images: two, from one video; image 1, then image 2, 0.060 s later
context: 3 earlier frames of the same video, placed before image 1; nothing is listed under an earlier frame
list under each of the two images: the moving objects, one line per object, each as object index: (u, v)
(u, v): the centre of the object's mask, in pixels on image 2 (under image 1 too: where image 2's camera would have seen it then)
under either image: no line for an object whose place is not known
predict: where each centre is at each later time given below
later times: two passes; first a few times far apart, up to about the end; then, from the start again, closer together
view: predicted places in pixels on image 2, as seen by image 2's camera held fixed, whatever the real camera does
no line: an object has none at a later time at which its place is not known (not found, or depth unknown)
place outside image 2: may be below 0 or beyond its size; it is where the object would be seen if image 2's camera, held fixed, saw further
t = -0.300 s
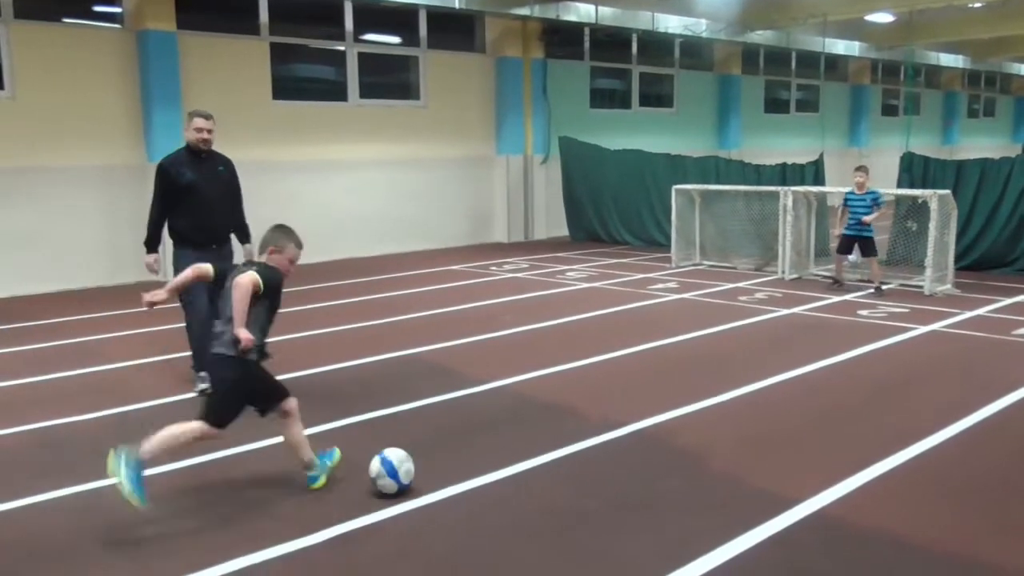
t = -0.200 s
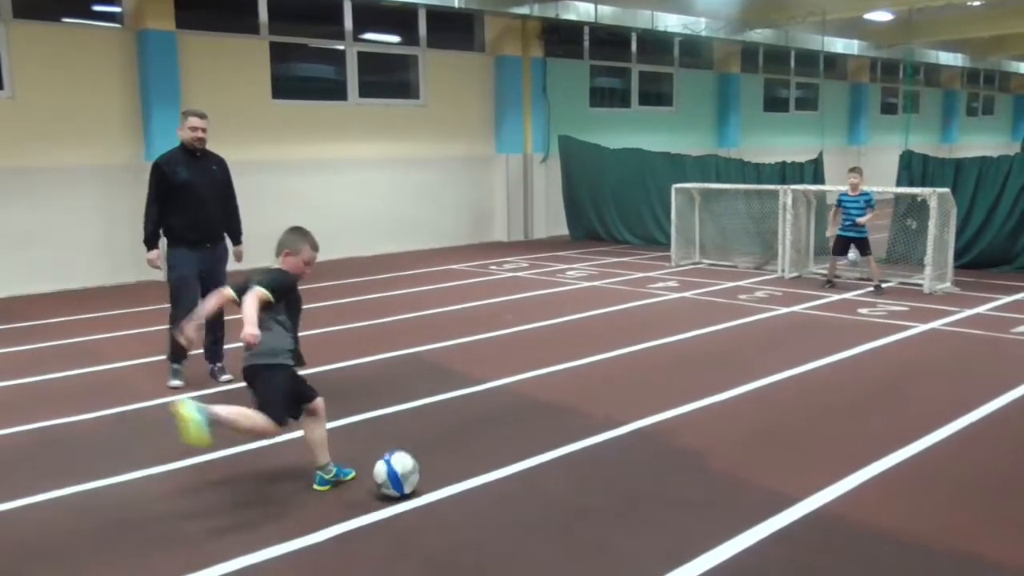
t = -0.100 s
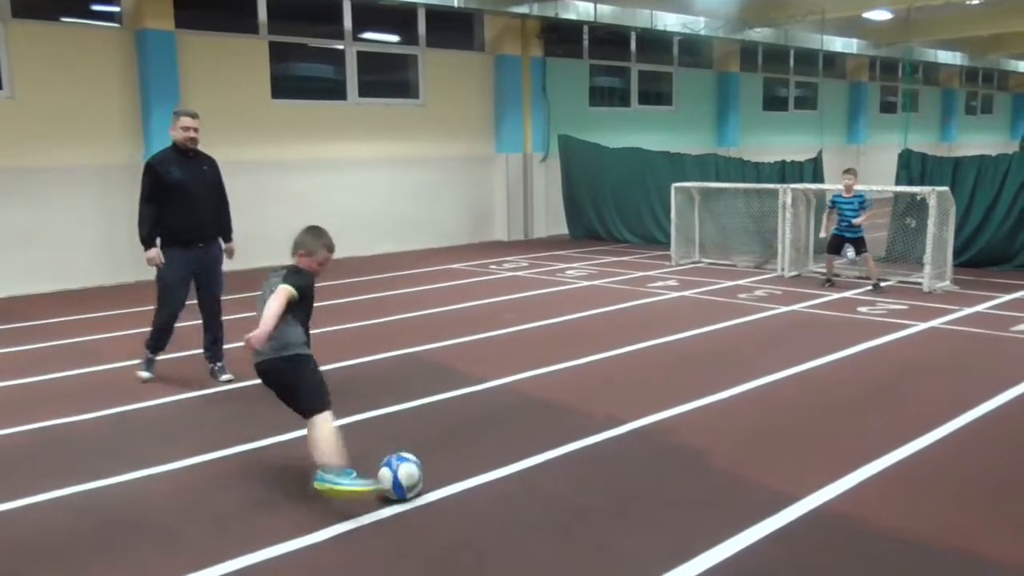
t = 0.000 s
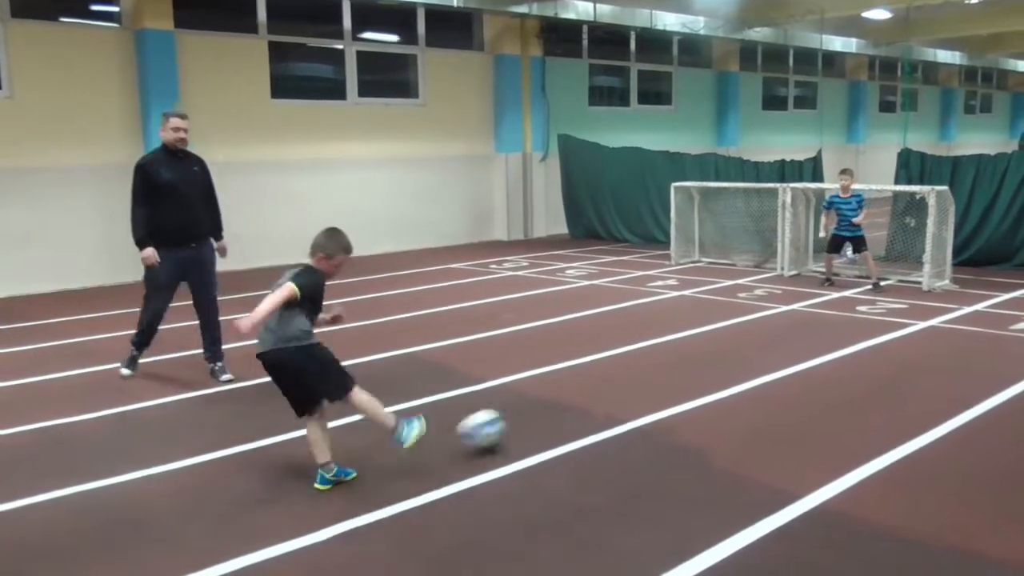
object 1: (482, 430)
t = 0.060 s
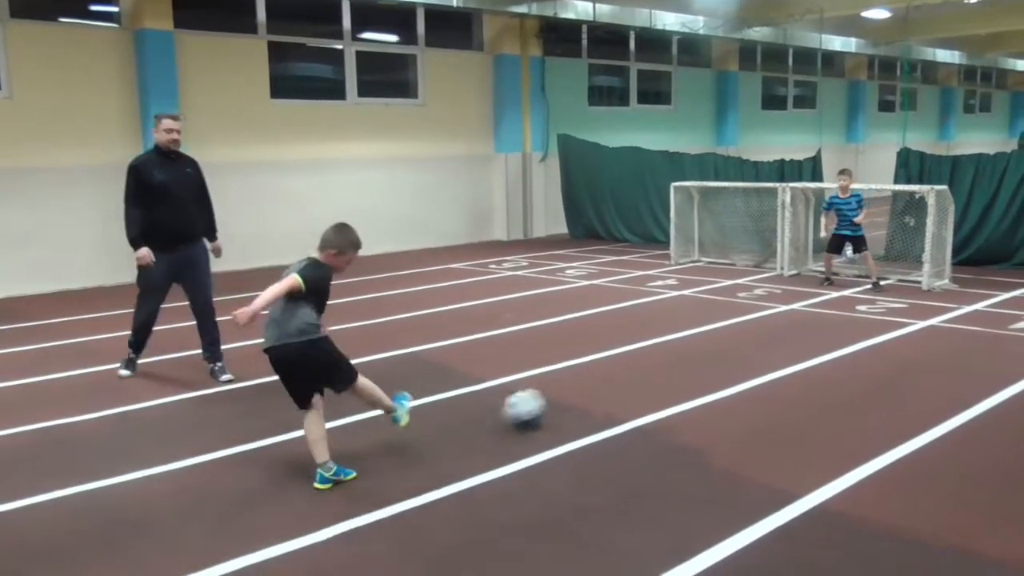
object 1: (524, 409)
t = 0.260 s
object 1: (620, 360)
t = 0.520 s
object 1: (684, 325)
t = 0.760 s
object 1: (725, 307)
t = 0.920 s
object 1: (748, 298)
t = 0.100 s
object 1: (548, 397)
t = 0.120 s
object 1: (559, 392)
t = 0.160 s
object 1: (579, 380)
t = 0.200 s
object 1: (596, 369)
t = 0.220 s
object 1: (604, 366)
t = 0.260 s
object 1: (620, 360)
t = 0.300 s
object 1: (631, 353)
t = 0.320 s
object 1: (639, 350)
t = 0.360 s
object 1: (649, 344)
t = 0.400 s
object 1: (658, 338)
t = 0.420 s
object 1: (662, 336)
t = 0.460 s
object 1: (671, 332)
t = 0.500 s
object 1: (680, 328)
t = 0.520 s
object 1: (684, 325)
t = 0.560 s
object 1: (692, 321)
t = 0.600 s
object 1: (700, 318)
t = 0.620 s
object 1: (703, 318)
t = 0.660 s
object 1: (710, 314)
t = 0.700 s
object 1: (718, 310)
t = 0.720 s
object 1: (720, 309)
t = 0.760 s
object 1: (725, 307)
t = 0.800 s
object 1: (731, 305)
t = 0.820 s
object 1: (735, 303)
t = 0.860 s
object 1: (741, 300)
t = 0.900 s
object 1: (746, 298)
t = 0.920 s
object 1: (748, 298)
